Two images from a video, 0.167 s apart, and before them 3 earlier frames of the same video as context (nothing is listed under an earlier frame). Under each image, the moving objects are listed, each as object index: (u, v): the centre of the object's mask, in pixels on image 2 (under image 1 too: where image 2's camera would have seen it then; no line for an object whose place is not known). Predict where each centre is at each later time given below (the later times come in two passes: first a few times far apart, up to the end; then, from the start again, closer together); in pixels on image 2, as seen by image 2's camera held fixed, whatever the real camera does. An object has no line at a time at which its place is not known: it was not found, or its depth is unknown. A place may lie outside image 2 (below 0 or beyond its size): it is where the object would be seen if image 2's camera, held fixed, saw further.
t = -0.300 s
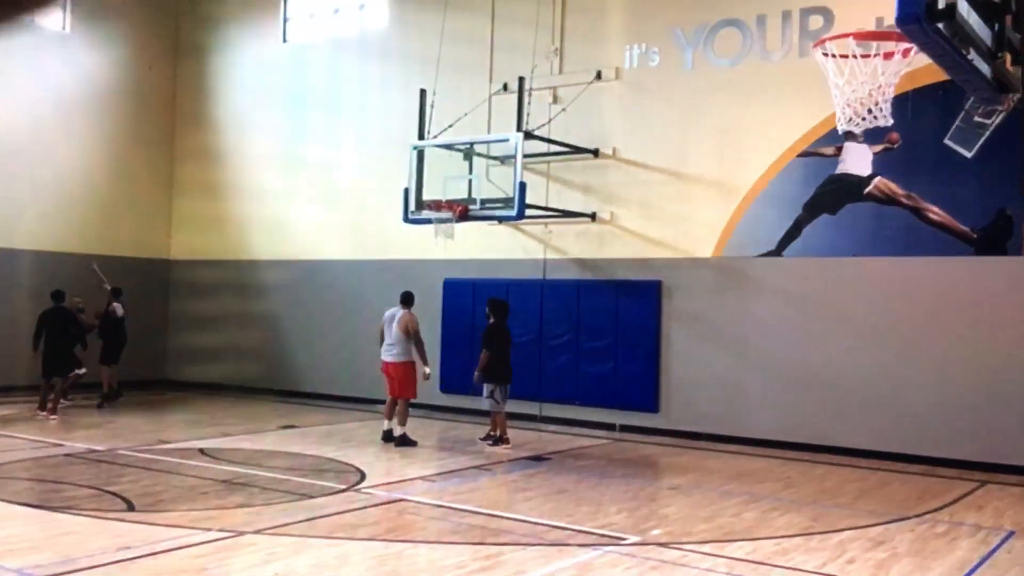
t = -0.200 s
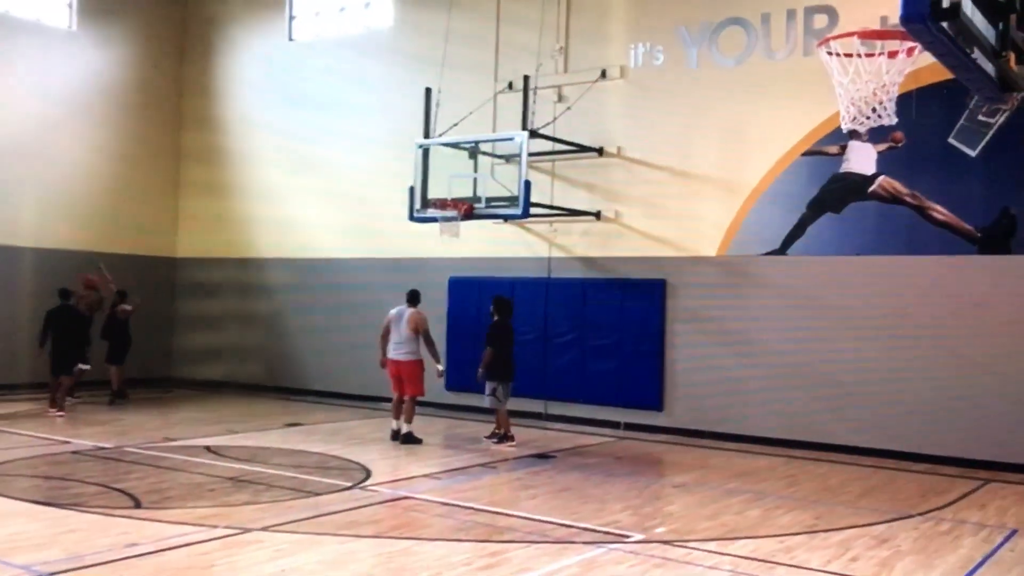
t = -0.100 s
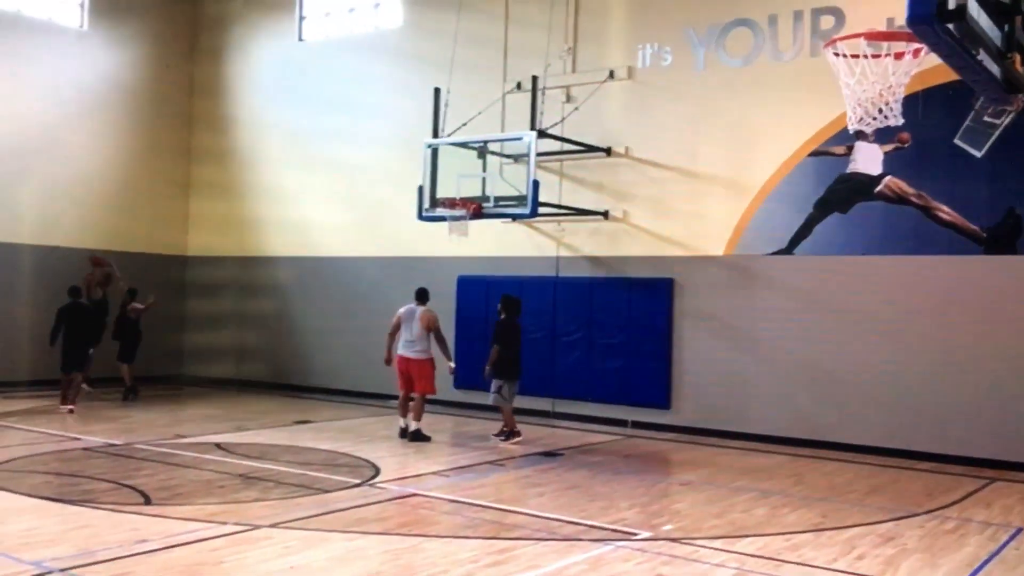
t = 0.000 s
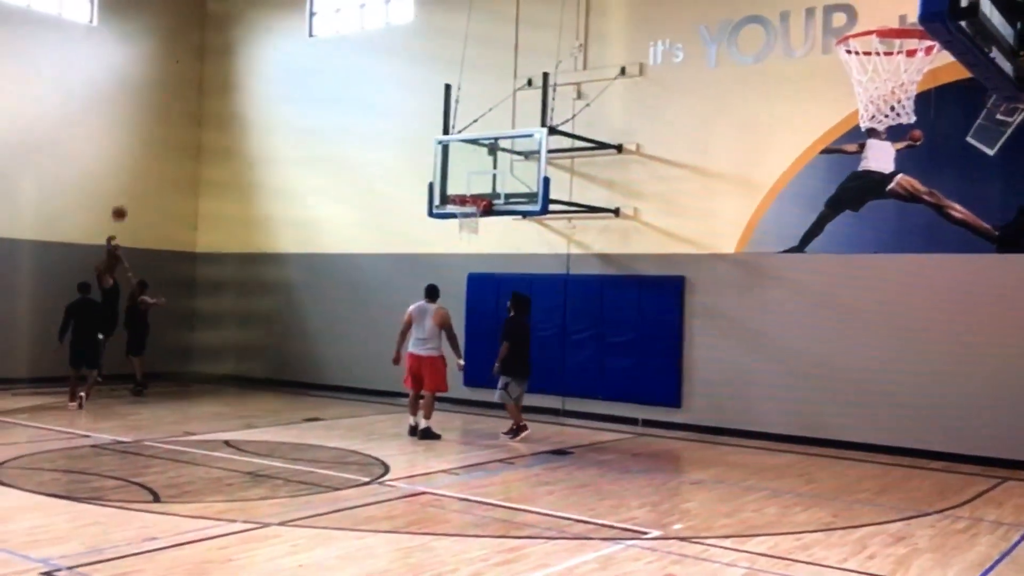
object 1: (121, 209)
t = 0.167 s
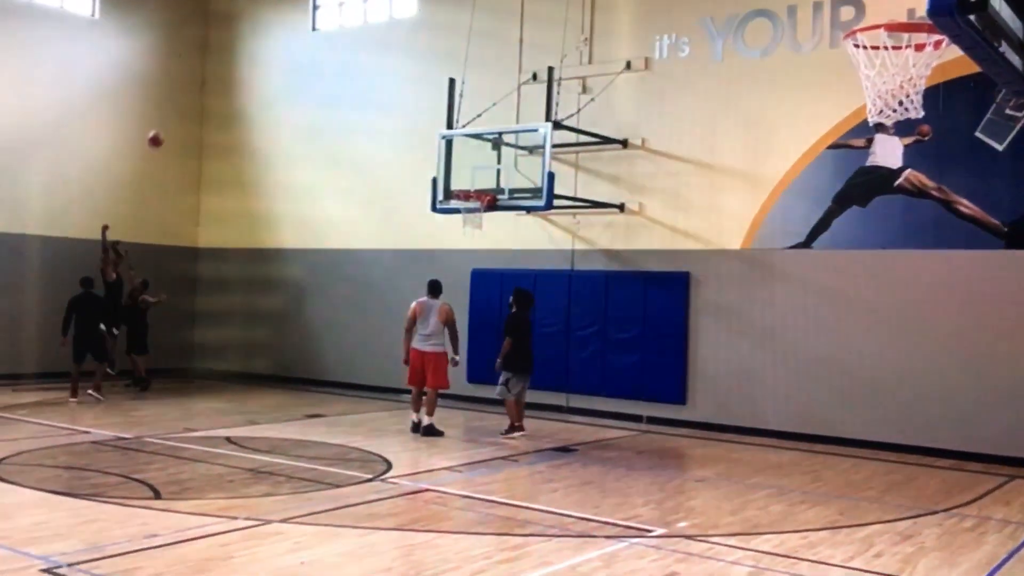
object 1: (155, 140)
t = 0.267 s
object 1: (175, 105)
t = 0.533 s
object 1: (230, 46)
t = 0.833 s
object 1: (295, 34)
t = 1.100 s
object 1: (354, 71)
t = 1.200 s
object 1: (375, 99)
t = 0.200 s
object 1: (162, 128)
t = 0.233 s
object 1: (168, 116)
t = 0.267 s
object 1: (175, 105)
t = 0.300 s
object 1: (182, 95)
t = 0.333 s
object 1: (188, 85)
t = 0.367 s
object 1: (195, 77)
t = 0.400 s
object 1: (202, 69)
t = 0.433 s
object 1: (209, 61)
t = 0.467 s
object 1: (216, 54)
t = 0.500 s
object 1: (223, 51)
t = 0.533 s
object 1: (230, 46)
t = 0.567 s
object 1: (236, 42)
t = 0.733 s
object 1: (271, 31)
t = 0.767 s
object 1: (279, 31)
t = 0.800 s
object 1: (287, 32)
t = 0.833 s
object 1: (295, 34)
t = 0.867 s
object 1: (304, 36)
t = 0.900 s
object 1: (312, 39)
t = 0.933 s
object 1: (319, 42)
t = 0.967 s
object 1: (326, 47)
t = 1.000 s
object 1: (333, 52)
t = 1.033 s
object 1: (340, 57)
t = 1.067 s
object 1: (347, 64)
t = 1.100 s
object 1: (354, 71)
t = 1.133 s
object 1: (361, 79)
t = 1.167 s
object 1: (368, 88)
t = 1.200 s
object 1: (375, 99)
